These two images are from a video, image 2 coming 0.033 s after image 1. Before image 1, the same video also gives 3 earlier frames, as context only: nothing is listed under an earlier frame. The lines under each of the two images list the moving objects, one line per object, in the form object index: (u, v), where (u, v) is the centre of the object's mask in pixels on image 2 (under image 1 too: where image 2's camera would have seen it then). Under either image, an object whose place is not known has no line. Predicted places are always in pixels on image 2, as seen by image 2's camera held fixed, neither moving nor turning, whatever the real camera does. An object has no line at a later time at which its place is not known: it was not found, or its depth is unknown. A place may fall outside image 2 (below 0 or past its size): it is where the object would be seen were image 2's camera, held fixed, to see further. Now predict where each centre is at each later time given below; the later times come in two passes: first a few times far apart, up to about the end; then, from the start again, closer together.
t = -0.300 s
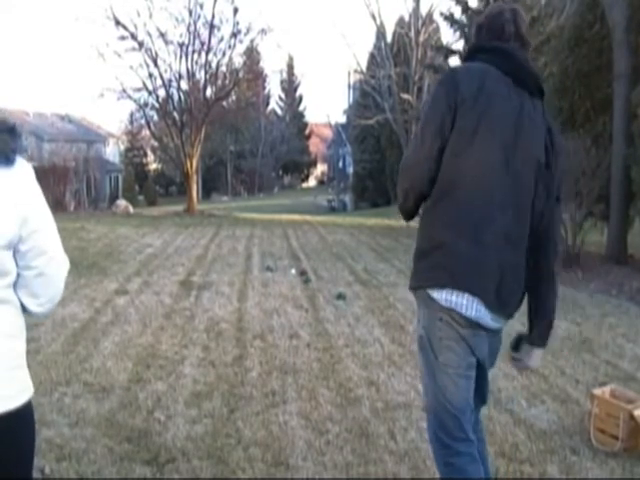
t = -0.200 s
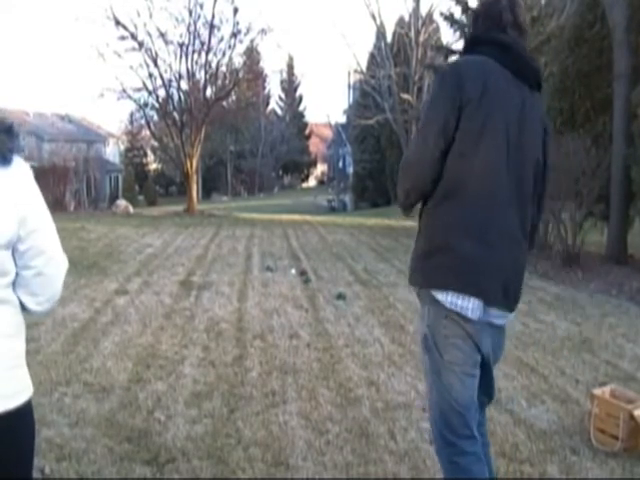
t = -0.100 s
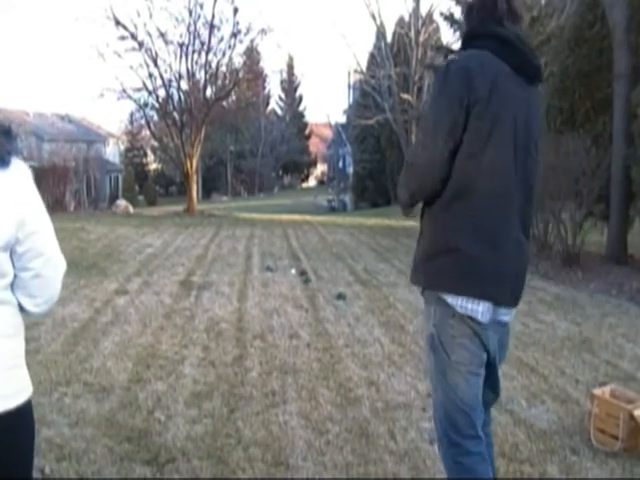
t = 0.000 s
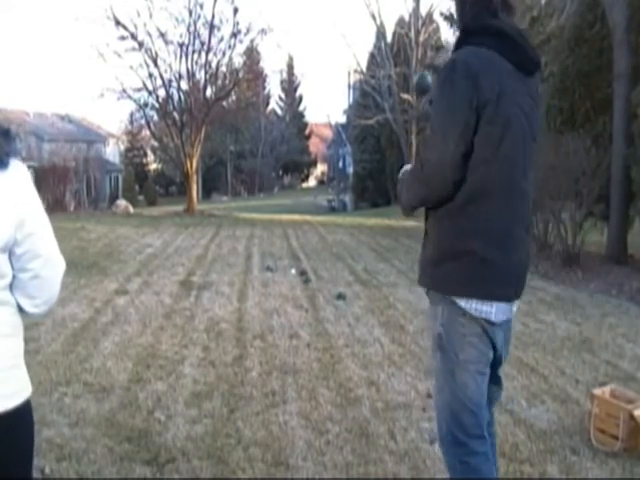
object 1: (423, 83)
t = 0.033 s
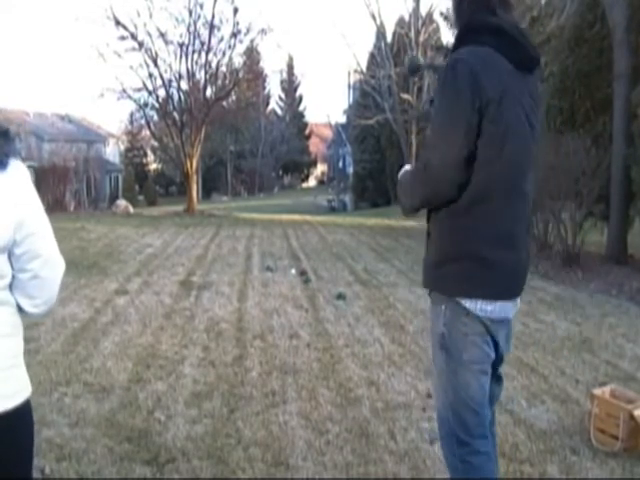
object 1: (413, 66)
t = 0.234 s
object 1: (375, 12)
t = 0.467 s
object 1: (343, 44)
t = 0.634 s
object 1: (326, 107)
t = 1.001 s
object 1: (301, 289)
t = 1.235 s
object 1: (300, 261)
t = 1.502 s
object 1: (307, 268)
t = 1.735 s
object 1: (312, 270)
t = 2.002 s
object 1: (313, 270)
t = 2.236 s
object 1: (313, 270)
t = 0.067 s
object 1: (407, 48)
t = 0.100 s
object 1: (401, 36)
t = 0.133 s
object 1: (393, 27)
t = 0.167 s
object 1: (386, 19)
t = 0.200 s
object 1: (380, 15)
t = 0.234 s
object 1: (375, 12)
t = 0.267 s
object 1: (370, 12)
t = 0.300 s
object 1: (365, 13)
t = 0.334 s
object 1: (360, 17)
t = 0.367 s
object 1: (355, 21)
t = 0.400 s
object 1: (351, 28)
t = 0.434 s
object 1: (347, 37)
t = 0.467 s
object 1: (343, 44)
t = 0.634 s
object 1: (326, 107)
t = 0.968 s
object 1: (302, 288)
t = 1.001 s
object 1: (301, 289)
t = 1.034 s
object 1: (301, 284)
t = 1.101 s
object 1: (299, 271)
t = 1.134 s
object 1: (300, 269)
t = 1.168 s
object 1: (300, 266)
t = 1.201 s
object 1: (300, 262)
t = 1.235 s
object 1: (300, 261)
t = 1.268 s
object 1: (300, 261)
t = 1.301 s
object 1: (300, 263)
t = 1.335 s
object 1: (300, 267)
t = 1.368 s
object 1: (300, 270)
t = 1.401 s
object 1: (301, 272)
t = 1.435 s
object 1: (302, 272)
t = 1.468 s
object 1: (305, 269)
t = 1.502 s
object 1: (307, 268)
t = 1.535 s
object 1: (307, 268)
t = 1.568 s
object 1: (308, 268)
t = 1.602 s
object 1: (308, 269)
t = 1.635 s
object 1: (311, 270)
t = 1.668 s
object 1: (312, 270)
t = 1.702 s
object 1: (311, 270)
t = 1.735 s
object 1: (312, 270)
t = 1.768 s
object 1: (312, 270)
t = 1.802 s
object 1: (312, 270)
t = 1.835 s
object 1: (312, 270)
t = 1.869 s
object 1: (312, 270)
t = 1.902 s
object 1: (313, 270)
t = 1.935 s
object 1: (313, 270)
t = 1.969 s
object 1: (313, 270)
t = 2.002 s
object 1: (313, 270)
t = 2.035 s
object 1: (313, 270)
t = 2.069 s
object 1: (313, 270)
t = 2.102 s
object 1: (313, 270)
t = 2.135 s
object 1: (313, 271)
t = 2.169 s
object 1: (313, 270)
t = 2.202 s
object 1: (313, 271)
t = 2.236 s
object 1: (313, 270)
